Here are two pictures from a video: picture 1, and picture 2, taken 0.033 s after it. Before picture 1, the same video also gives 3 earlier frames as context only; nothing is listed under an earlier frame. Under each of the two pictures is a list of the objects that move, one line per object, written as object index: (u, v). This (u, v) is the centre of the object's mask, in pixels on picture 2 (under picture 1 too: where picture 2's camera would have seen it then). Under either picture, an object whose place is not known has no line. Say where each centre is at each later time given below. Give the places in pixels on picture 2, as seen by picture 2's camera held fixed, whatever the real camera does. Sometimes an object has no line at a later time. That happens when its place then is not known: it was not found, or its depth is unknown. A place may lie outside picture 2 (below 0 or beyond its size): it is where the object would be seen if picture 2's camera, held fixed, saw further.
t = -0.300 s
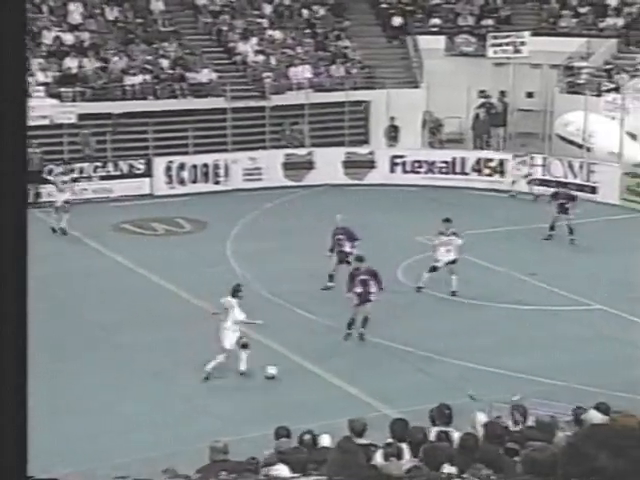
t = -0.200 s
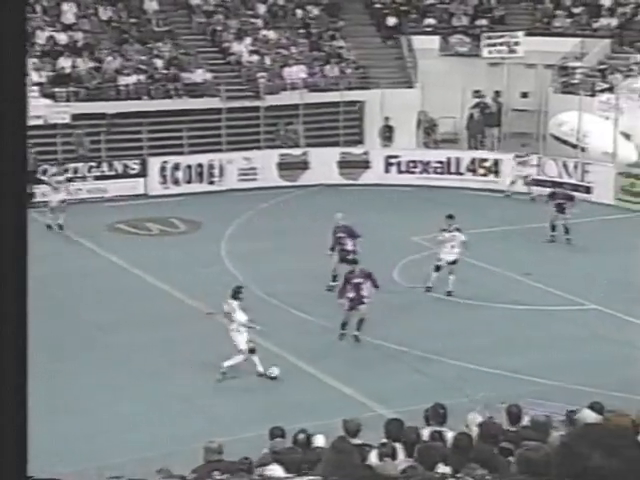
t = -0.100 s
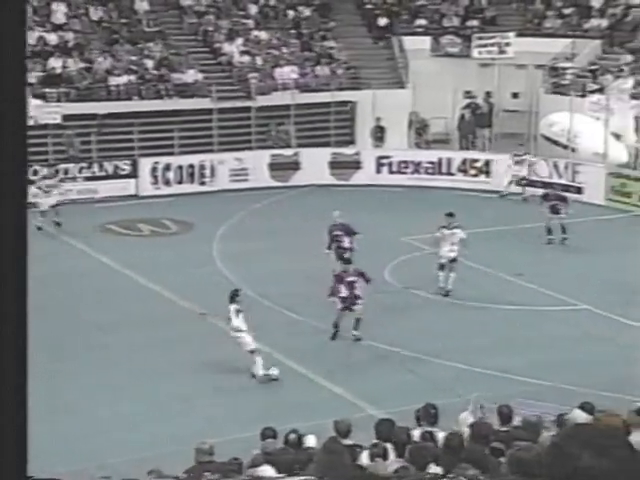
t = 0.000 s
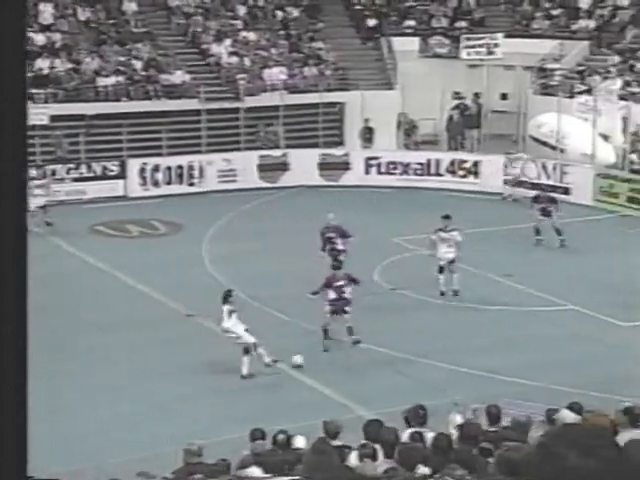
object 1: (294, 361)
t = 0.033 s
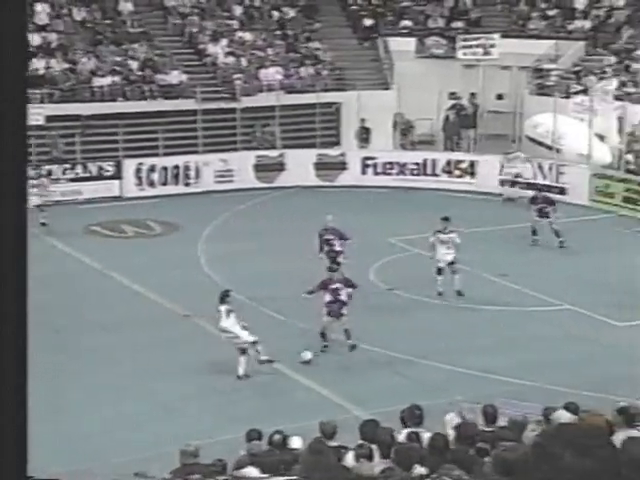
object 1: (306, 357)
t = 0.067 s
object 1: (316, 352)
